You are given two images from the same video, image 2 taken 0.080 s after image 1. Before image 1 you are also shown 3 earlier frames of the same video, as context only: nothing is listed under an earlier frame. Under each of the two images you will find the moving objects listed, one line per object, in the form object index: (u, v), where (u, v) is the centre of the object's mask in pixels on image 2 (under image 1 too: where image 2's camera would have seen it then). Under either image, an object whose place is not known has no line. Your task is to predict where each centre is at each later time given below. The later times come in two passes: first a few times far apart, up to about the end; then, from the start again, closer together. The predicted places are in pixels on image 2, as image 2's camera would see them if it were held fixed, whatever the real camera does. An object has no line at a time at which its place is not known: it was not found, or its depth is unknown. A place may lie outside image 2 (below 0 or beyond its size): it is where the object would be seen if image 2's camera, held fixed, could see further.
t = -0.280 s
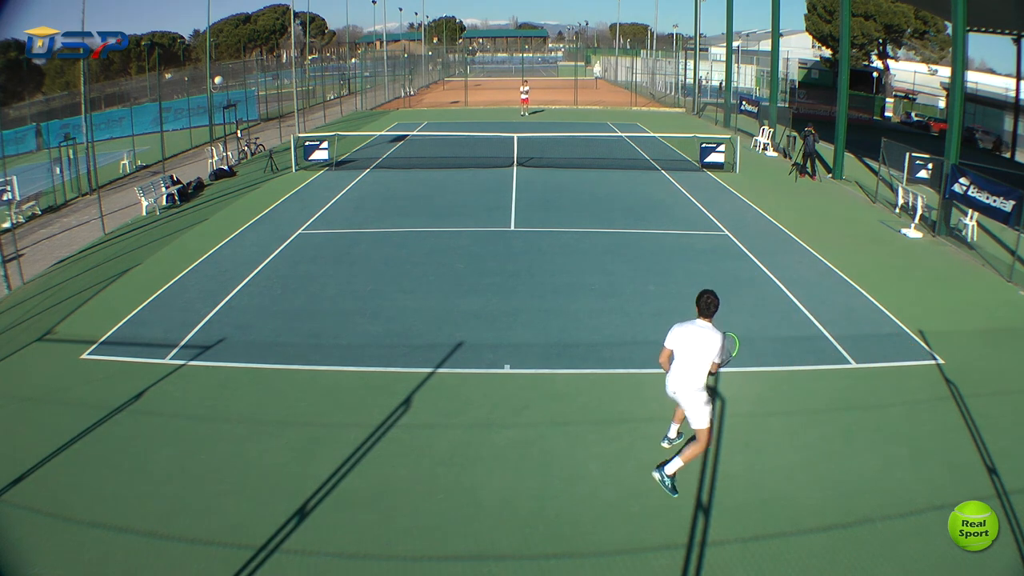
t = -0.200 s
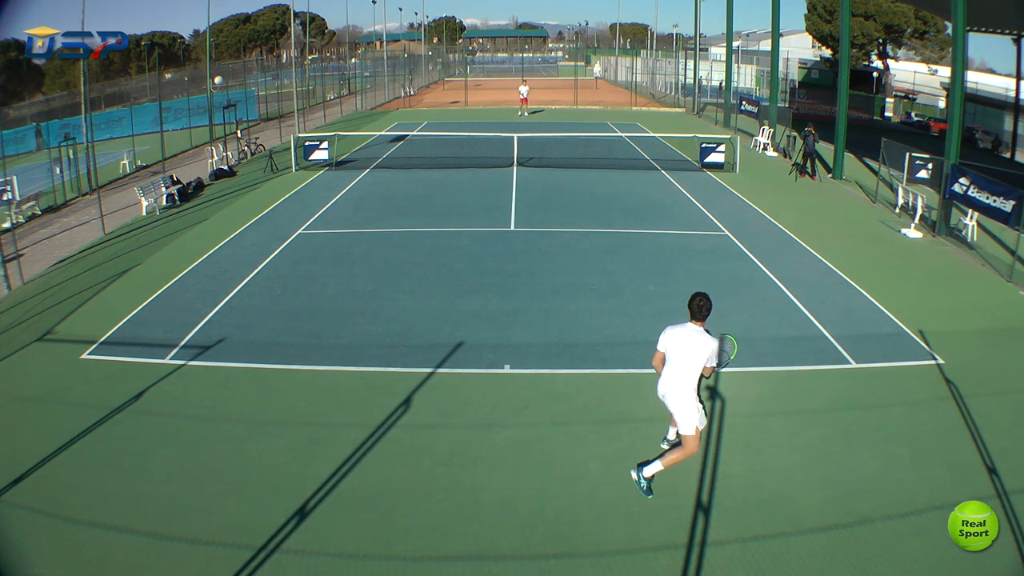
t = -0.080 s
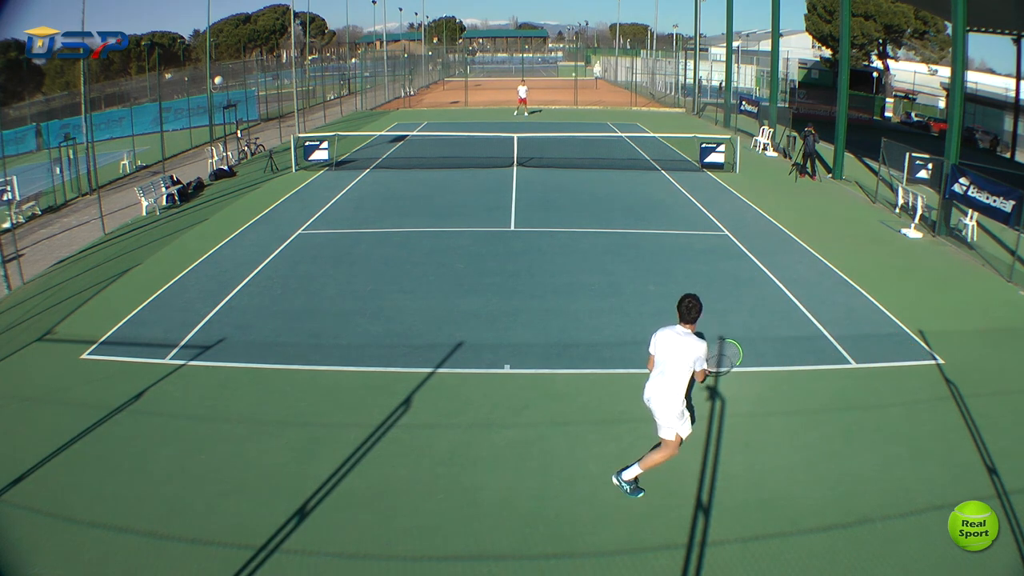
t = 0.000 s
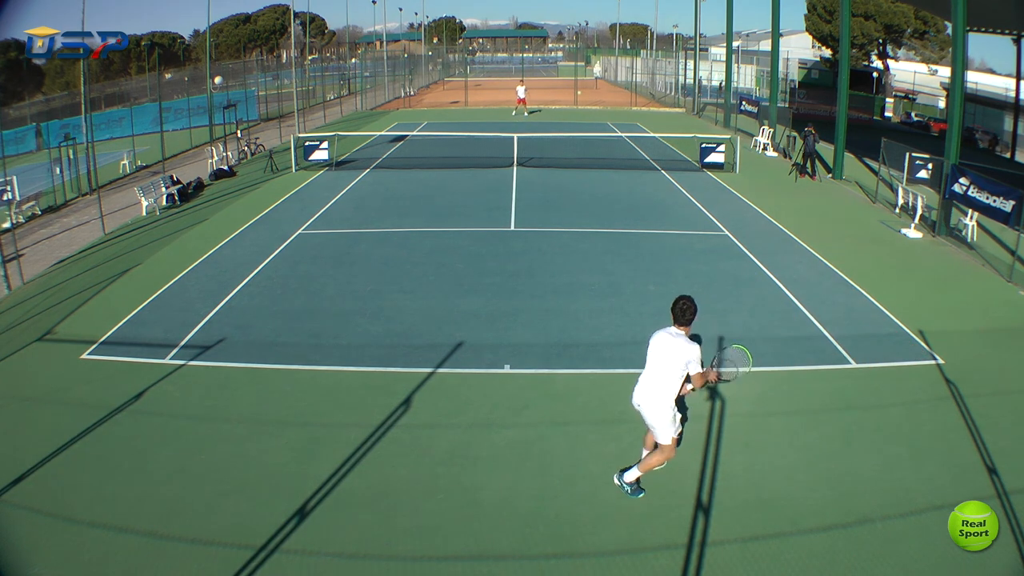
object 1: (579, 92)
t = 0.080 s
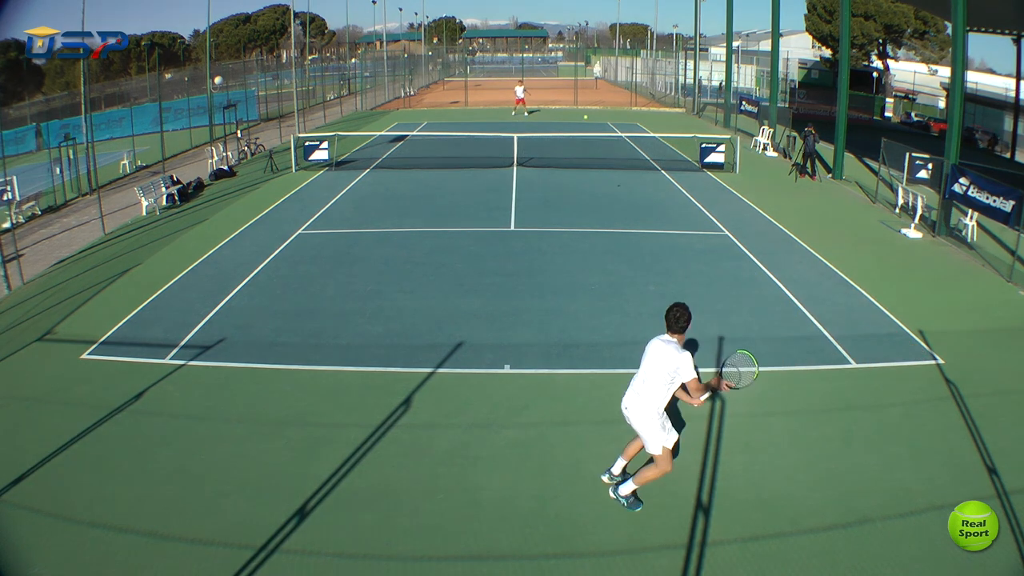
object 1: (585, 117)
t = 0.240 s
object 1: (601, 191)
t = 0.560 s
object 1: (643, 256)
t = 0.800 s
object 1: (693, 235)
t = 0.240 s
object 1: (601, 191)
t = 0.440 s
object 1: (627, 284)
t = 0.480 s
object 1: (631, 272)
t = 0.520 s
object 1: (637, 264)
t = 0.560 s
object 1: (643, 256)
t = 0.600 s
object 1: (650, 250)
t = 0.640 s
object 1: (657, 244)
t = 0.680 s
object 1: (665, 240)
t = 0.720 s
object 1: (674, 236)
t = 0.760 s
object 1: (683, 235)
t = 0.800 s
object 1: (693, 235)
